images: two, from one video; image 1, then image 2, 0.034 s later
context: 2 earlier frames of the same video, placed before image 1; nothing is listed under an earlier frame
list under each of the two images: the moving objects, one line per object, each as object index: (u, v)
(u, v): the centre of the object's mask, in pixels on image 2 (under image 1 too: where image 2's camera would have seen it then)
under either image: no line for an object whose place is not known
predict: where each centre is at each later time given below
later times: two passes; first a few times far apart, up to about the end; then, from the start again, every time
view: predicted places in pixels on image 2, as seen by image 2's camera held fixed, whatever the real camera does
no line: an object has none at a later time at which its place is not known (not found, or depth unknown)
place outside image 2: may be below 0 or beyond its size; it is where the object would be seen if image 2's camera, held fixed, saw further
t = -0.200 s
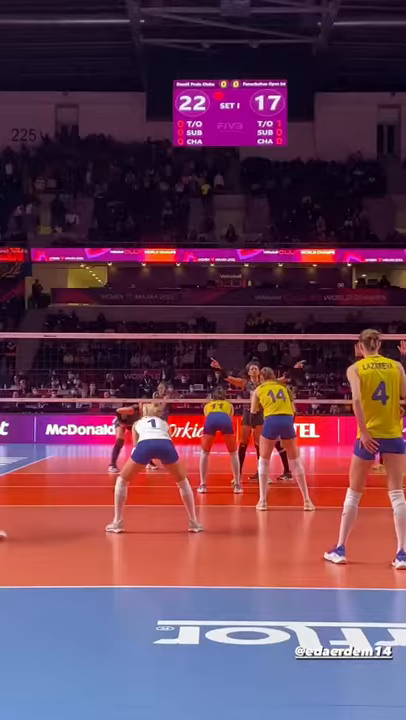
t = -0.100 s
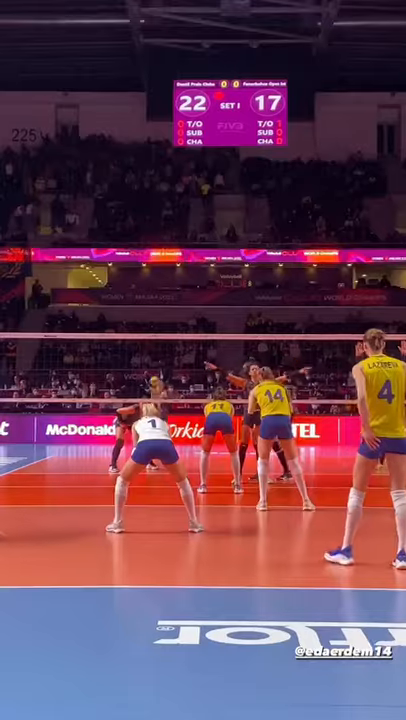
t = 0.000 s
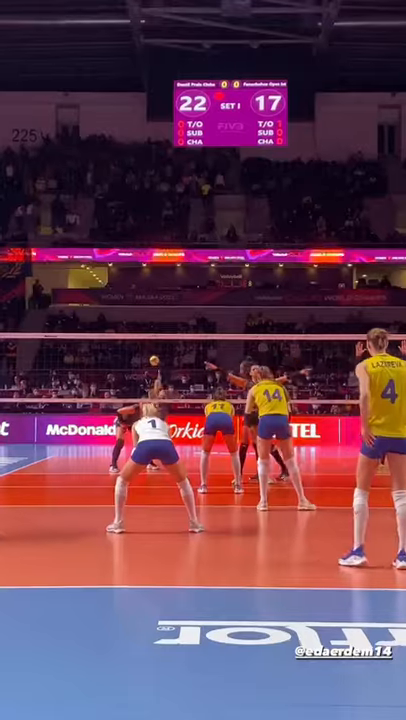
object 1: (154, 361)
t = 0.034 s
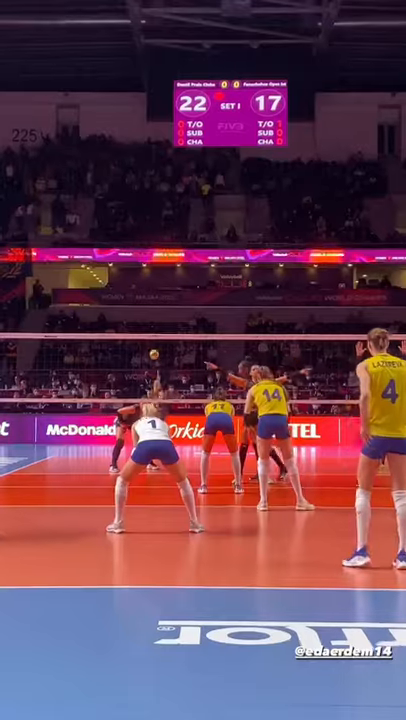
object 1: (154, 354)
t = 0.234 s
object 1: (152, 327)
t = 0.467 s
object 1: (151, 317)
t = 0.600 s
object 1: (149, 321)
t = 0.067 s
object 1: (154, 349)
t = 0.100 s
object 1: (153, 343)
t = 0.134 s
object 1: (153, 339)
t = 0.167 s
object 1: (153, 332)
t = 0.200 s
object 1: (153, 330)
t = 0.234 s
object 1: (152, 327)
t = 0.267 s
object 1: (152, 324)
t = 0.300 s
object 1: (152, 322)
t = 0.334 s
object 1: (151, 320)
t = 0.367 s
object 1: (151, 318)
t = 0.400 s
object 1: (151, 317)
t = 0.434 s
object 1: (151, 317)
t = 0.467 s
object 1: (151, 317)
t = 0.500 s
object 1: (150, 317)
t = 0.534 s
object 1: (150, 318)
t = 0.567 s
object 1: (149, 319)
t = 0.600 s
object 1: (149, 321)
